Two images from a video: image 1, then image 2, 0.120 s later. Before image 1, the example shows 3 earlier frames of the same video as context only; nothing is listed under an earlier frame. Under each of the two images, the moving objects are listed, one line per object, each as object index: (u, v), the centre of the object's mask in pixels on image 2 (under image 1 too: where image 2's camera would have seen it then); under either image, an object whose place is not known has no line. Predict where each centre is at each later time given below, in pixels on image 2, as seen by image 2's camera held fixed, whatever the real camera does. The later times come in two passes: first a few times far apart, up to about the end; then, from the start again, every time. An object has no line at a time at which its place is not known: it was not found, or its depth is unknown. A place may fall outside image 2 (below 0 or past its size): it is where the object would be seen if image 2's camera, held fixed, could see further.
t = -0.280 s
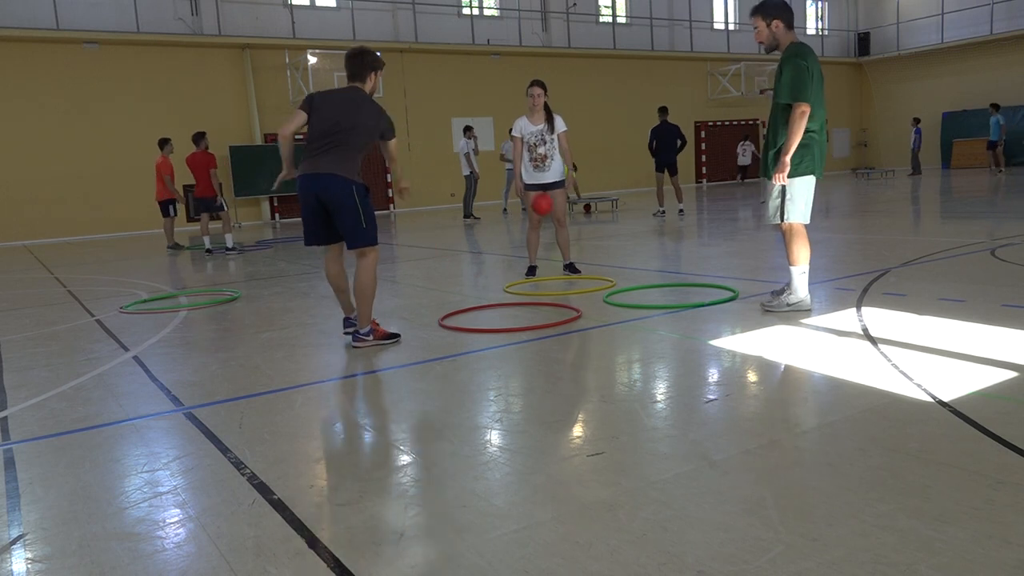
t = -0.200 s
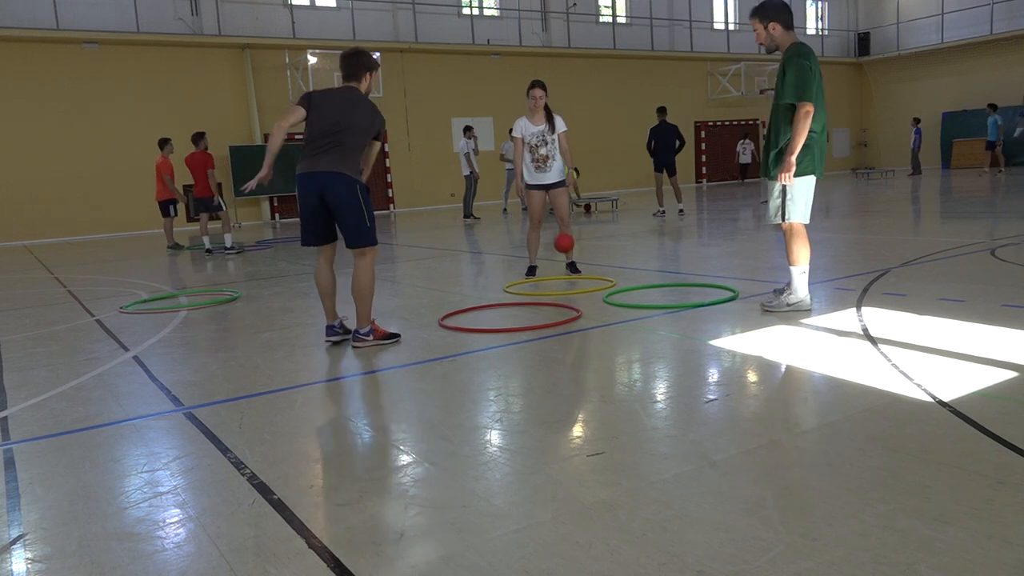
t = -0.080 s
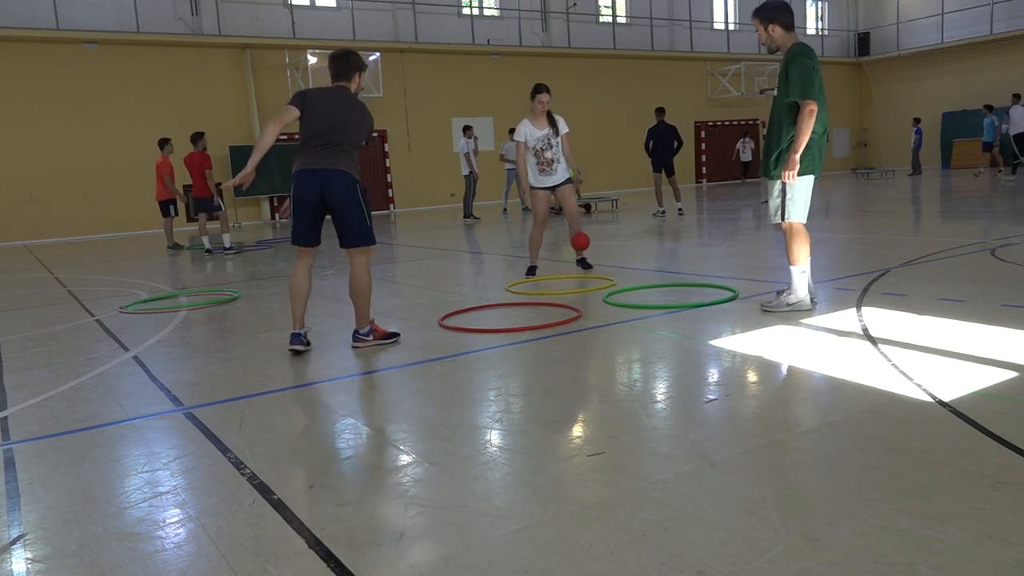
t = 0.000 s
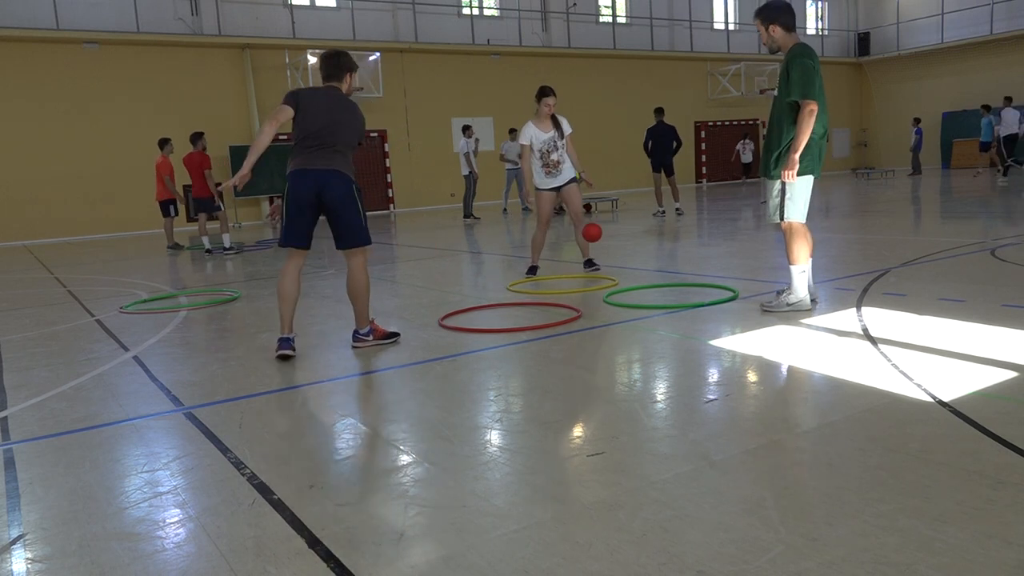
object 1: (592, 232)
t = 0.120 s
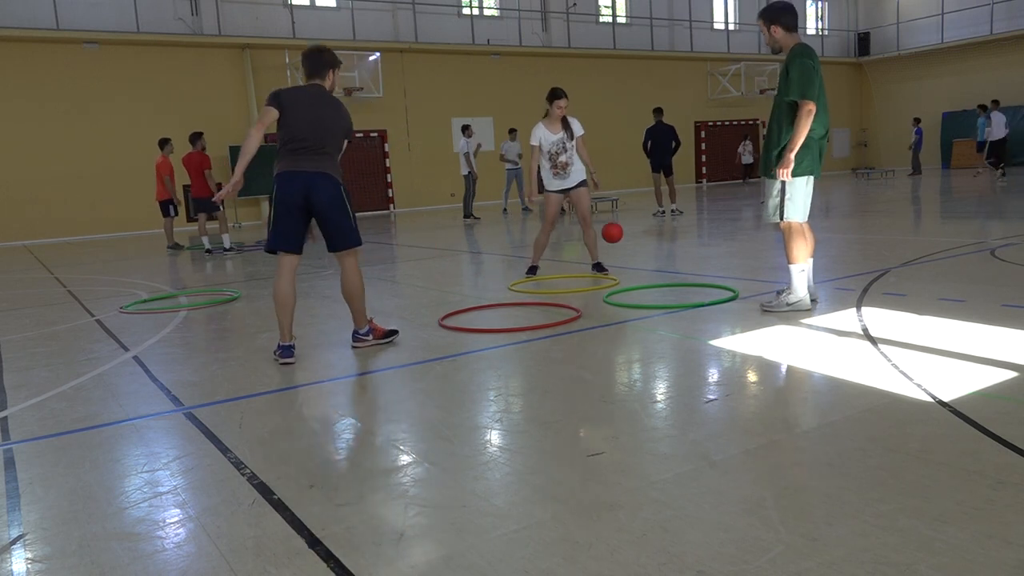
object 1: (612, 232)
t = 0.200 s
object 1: (627, 243)
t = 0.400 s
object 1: (667, 279)
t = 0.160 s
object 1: (619, 237)
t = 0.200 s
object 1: (627, 243)
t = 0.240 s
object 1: (636, 253)
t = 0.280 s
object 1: (644, 265)
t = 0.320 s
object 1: (654, 279)
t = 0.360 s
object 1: (662, 288)
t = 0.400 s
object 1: (667, 279)
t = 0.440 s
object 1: (672, 272)
